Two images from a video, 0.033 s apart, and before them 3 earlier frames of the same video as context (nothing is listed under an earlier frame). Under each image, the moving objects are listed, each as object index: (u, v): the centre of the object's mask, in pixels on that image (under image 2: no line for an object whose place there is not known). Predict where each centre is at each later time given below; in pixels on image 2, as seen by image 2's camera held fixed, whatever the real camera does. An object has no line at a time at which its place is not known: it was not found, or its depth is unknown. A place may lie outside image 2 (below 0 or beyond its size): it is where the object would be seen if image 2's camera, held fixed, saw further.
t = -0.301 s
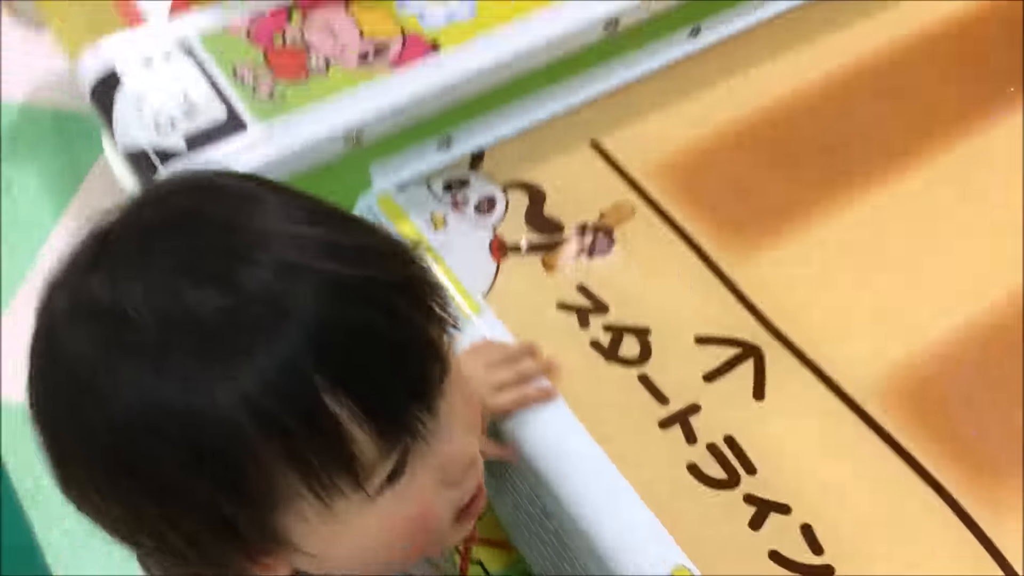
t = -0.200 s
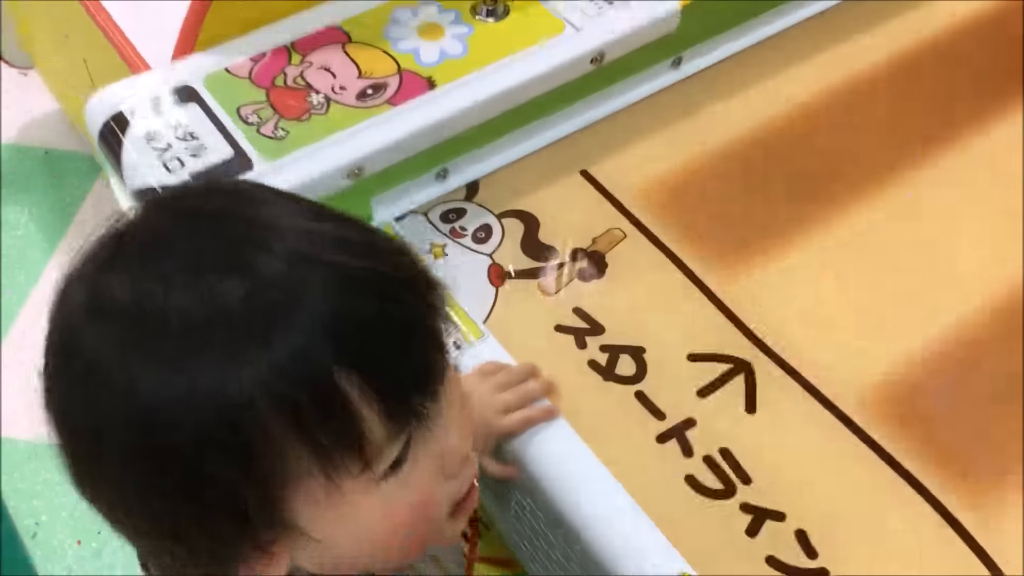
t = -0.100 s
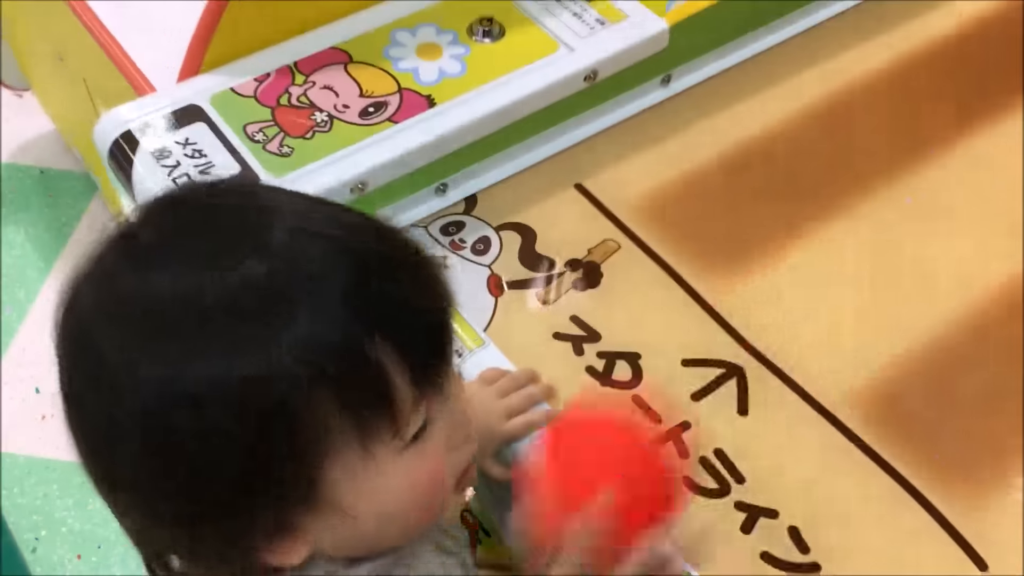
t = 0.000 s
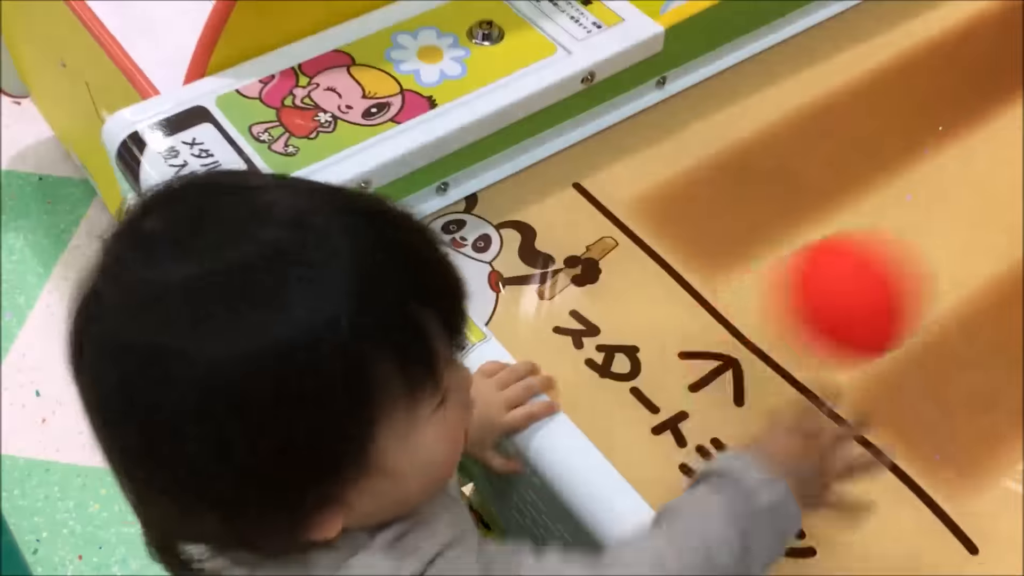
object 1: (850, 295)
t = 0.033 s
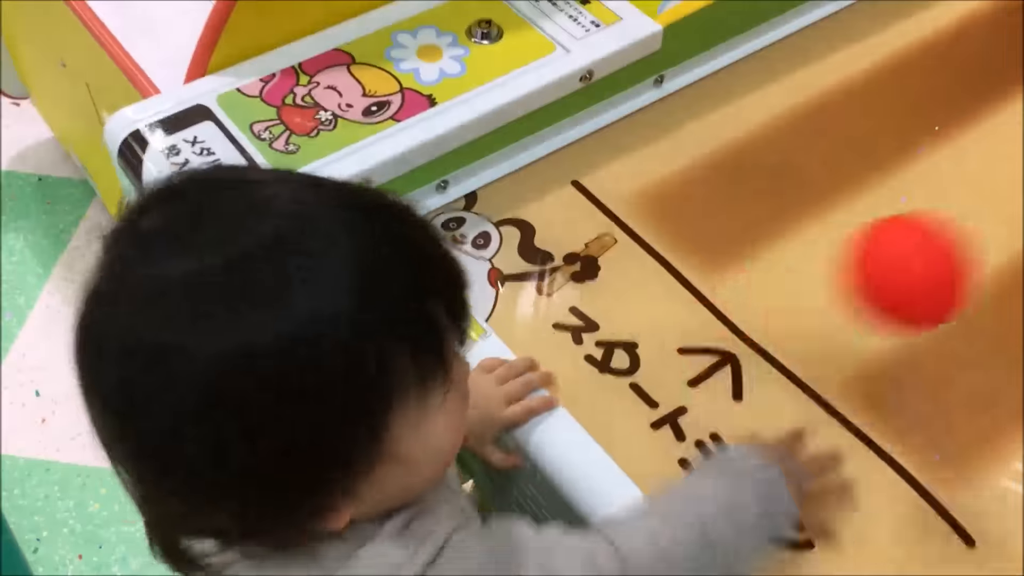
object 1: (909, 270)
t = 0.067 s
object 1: (956, 266)
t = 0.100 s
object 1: (987, 274)
